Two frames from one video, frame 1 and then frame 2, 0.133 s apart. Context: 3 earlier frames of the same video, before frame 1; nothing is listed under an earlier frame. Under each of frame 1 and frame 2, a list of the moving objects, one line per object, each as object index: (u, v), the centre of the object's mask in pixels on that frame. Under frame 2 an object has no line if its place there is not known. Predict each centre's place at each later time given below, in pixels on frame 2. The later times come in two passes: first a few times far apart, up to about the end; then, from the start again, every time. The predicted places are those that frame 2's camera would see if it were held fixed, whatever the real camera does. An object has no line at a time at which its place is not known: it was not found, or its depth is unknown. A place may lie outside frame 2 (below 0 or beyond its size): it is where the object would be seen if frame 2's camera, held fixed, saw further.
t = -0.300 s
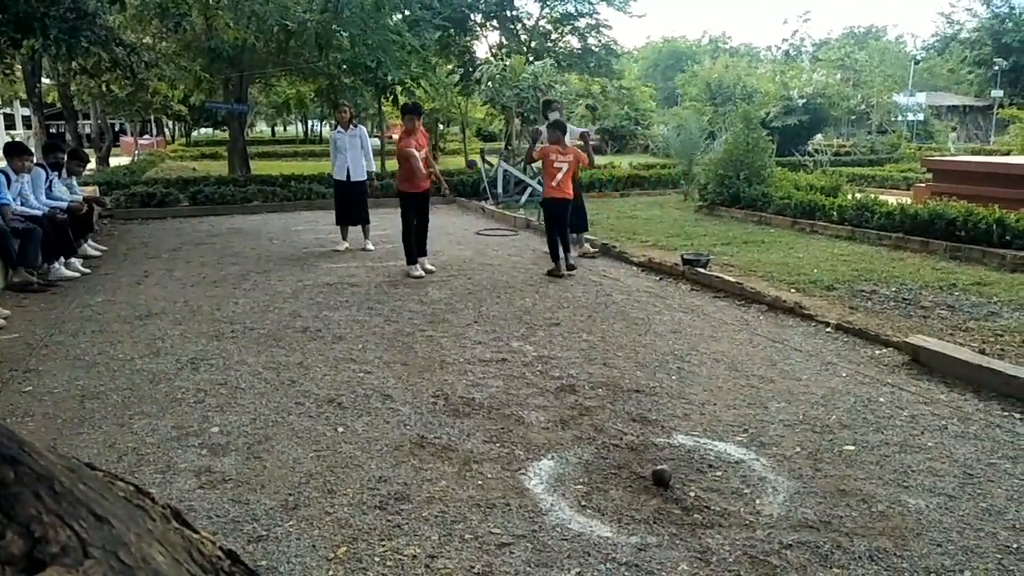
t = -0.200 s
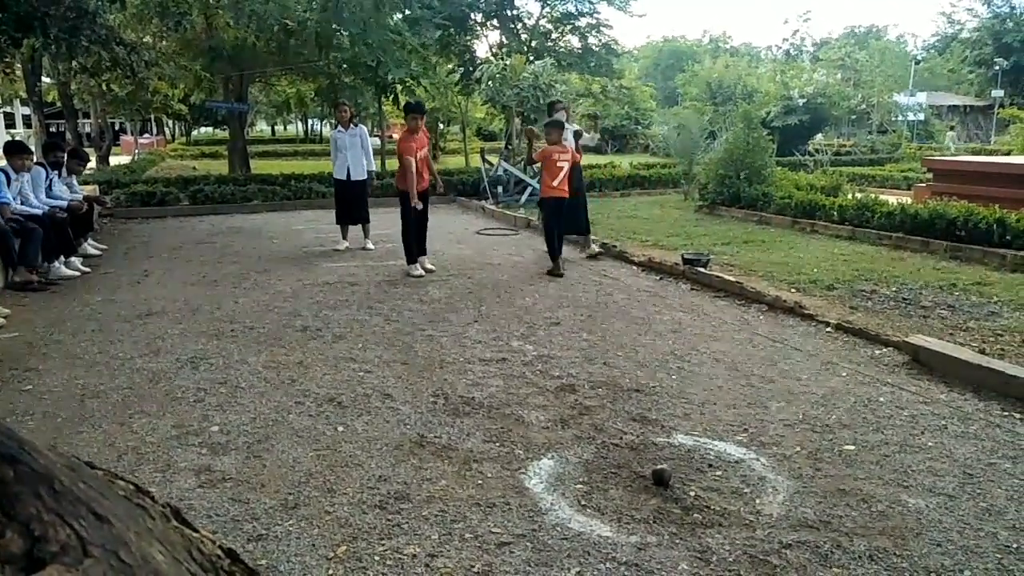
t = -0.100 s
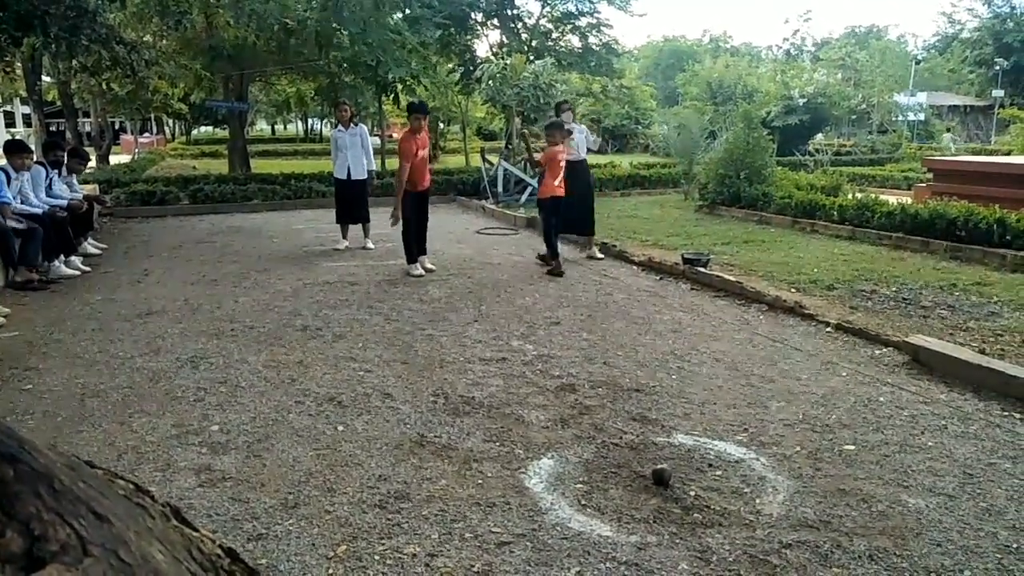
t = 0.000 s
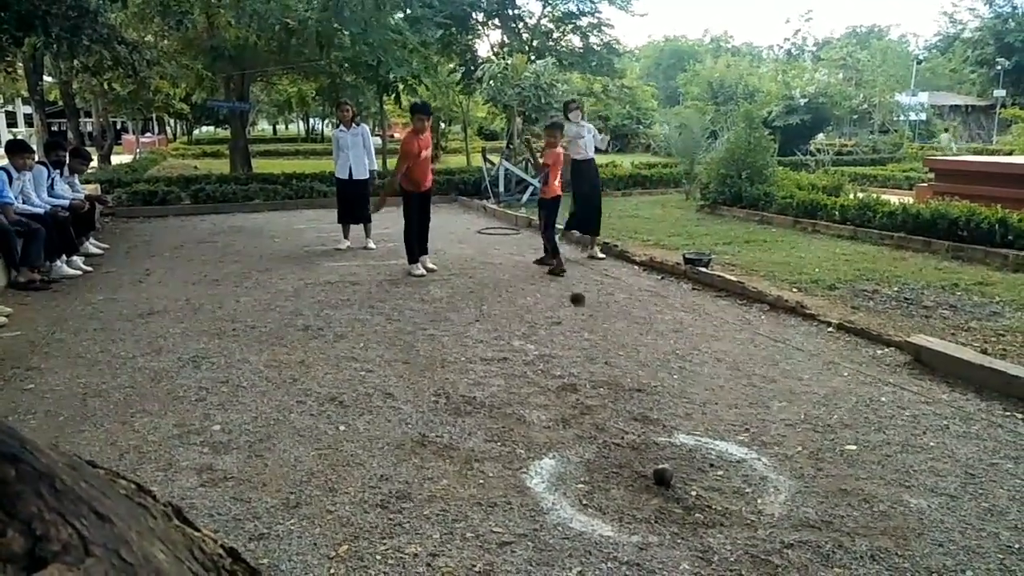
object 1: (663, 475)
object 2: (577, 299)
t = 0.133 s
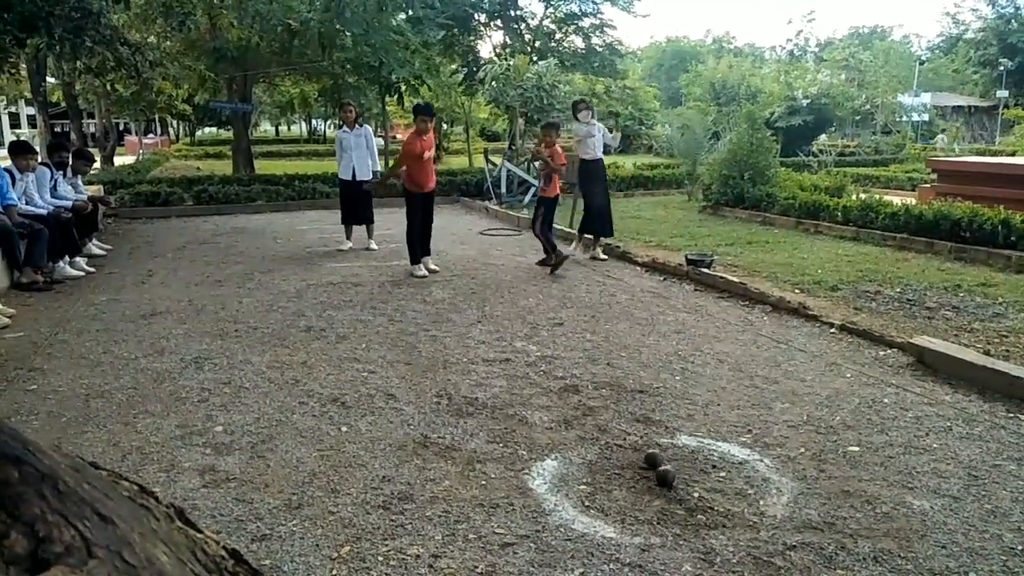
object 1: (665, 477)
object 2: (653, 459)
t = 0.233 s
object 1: (671, 491)
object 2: (691, 460)
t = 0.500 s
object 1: (694, 527)
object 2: (789, 518)
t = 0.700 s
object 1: (702, 553)
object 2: (860, 549)
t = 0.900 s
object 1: (703, 569)
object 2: (929, 572)
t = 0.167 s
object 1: (665, 479)
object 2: (667, 461)
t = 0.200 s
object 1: (667, 485)
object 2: (679, 460)
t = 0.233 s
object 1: (671, 491)
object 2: (691, 460)
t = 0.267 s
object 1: (674, 498)
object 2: (703, 464)
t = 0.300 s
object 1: (677, 502)
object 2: (716, 471)
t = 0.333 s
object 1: (678, 506)
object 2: (729, 481)
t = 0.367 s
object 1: (681, 512)
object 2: (743, 497)
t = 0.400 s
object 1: (685, 515)
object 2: (754, 498)
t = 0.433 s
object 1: (688, 521)
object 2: (765, 502)
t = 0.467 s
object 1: (691, 525)
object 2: (777, 510)
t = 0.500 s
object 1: (694, 527)
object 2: (789, 518)
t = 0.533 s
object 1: (695, 533)
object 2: (800, 524)
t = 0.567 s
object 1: (697, 537)
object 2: (812, 529)
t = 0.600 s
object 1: (699, 542)
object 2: (825, 534)
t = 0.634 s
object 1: (700, 546)
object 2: (836, 536)
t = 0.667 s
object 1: (701, 549)
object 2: (848, 541)
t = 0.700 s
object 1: (702, 553)
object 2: (860, 549)
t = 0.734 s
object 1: (702, 555)
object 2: (871, 554)
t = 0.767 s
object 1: (701, 560)
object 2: (884, 559)
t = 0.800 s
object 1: (701, 561)
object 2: (895, 565)
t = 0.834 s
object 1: (702, 566)
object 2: (906, 567)
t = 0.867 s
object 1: (702, 567)
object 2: (917, 569)
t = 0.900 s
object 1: (703, 569)
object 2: (929, 572)
